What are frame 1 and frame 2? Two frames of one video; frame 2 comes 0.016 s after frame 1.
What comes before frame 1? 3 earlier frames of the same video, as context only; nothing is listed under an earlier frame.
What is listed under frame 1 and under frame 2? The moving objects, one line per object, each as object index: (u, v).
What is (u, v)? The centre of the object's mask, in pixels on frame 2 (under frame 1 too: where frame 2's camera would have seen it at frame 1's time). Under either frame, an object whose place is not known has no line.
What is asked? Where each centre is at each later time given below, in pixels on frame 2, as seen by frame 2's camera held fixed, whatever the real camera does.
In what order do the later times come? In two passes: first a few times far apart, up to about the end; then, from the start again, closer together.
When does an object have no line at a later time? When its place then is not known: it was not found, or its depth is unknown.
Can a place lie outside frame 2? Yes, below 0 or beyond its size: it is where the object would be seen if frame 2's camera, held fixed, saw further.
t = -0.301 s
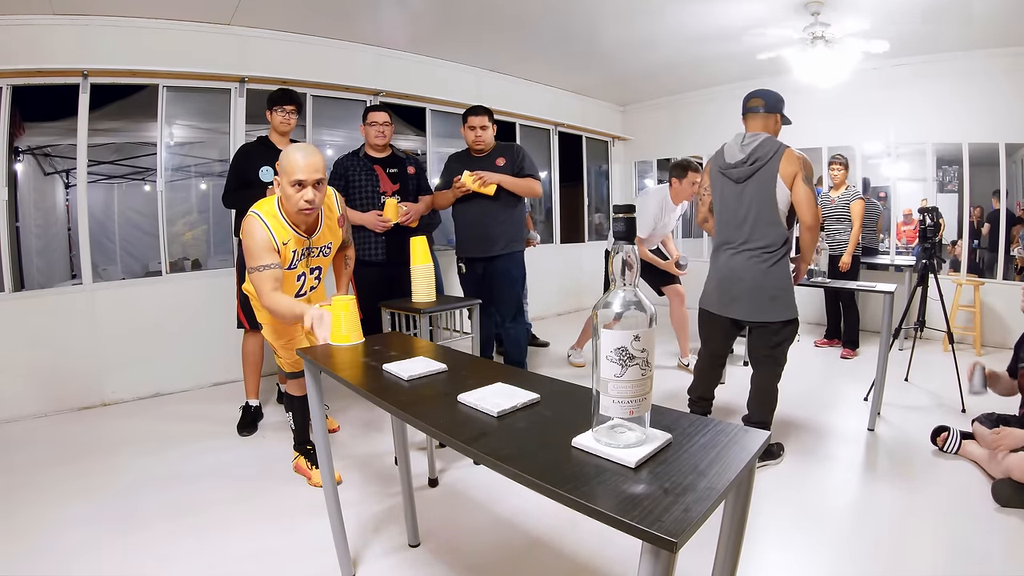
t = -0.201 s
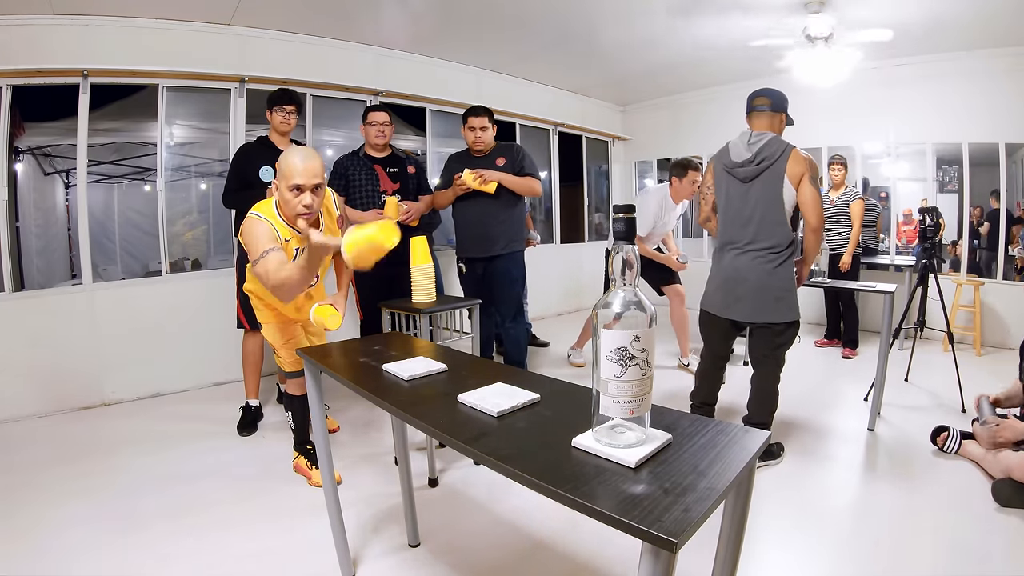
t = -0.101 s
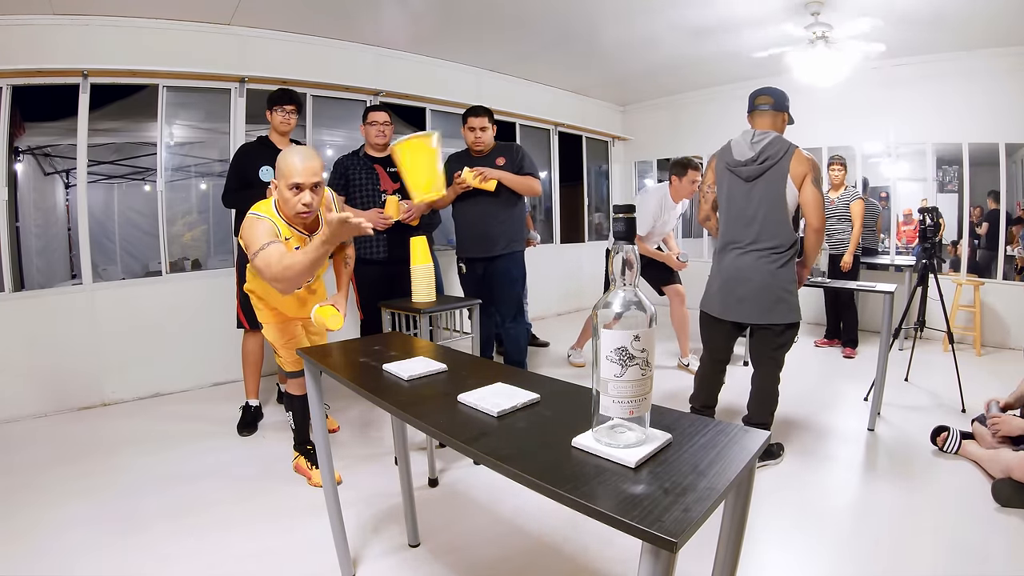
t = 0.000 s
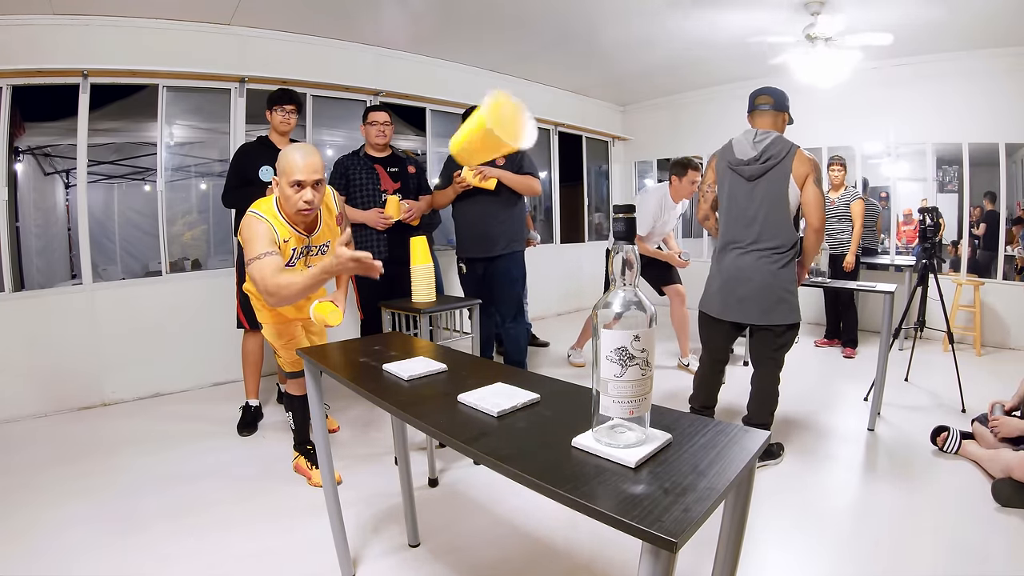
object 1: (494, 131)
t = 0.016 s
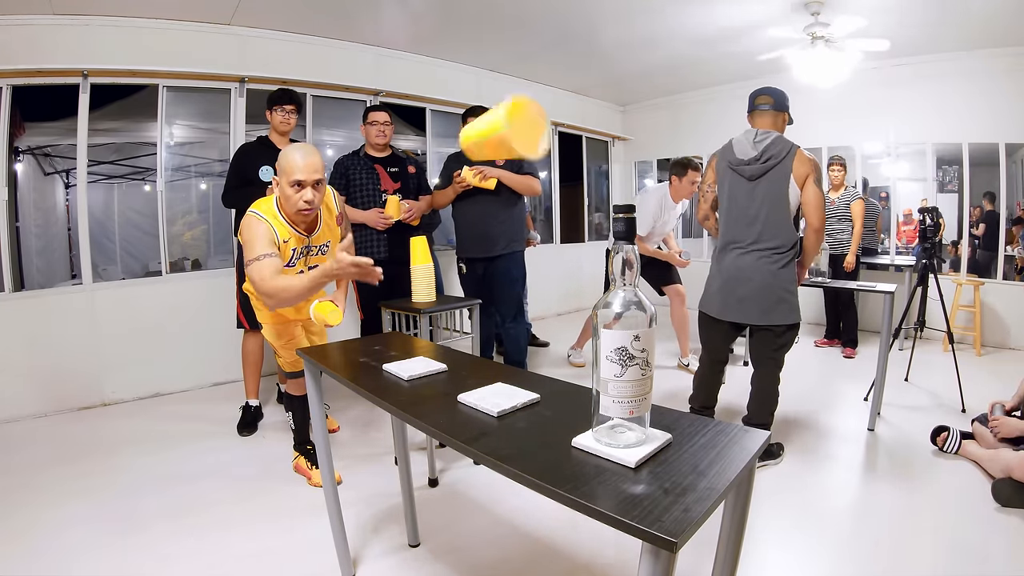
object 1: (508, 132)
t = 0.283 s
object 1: (618, 249)
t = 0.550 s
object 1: (625, 256)
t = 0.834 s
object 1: (623, 254)
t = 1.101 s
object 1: (630, 256)
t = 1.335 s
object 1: (629, 256)
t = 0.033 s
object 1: (522, 135)
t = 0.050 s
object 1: (536, 140)
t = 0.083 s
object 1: (563, 154)
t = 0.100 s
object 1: (577, 162)
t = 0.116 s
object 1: (591, 172)
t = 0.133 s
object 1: (609, 186)
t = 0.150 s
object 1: (627, 204)
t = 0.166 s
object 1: (637, 222)
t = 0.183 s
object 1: (629, 222)
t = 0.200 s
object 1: (633, 223)
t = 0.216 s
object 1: (631, 228)
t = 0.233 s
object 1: (621, 237)
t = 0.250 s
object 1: (614, 245)
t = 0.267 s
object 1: (616, 247)
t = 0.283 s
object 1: (618, 249)
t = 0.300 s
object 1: (621, 253)
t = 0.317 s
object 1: (625, 253)
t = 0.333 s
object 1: (628, 255)
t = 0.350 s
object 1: (629, 254)
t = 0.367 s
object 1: (629, 252)
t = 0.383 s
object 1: (628, 253)
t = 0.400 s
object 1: (627, 255)
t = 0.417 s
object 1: (625, 254)
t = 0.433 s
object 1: (624, 255)
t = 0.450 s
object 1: (622, 255)
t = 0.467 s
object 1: (621, 254)
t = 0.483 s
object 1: (621, 255)
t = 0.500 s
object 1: (621, 255)
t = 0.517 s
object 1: (622, 255)
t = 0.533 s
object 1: (624, 256)
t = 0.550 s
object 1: (625, 256)
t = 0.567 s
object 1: (627, 256)
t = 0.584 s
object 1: (629, 256)
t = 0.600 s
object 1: (630, 256)
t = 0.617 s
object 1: (631, 256)
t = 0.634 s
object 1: (632, 256)
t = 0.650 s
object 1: (633, 256)
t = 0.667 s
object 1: (633, 256)
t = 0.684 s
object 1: (632, 256)
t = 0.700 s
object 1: (631, 256)
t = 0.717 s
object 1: (629, 255)
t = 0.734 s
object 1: (628, 255)
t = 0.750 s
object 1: (627, 255)
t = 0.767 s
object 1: (626, 254)
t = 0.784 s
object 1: (625, 254)
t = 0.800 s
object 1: (624, 254)
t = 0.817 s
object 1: (624, 254)
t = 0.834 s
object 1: (623, 254)
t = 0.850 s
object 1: (623, 255)
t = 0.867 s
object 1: (624, 255)
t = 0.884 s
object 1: (624, 256)
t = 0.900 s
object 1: (625, 256)
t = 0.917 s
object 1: (626, 256)
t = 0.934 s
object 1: (627, 256)
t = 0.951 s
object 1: (628, 256)
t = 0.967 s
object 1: (629, 256)
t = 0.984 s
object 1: (630, 256)
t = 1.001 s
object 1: (631, 256)
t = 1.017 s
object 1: (632, 256)
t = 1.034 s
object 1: (632, 256)
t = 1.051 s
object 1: (632, 256)
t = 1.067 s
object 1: (632, 256)
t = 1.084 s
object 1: (631, 256)
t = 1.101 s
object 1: (630, 256)
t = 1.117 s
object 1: (629, 256)
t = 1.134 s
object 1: (628, 255)
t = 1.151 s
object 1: (628, 255)
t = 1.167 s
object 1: (627, 254)
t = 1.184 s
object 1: (627, 254)
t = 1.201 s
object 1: (627, 254)
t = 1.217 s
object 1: (627, 254)
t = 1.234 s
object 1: (626, 255)
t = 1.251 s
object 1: (627, 255)
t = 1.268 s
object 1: (627, 255)
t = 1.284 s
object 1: (628, 256)
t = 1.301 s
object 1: (628, 256)
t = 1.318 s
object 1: (629, 256)
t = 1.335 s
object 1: (629, 256)
